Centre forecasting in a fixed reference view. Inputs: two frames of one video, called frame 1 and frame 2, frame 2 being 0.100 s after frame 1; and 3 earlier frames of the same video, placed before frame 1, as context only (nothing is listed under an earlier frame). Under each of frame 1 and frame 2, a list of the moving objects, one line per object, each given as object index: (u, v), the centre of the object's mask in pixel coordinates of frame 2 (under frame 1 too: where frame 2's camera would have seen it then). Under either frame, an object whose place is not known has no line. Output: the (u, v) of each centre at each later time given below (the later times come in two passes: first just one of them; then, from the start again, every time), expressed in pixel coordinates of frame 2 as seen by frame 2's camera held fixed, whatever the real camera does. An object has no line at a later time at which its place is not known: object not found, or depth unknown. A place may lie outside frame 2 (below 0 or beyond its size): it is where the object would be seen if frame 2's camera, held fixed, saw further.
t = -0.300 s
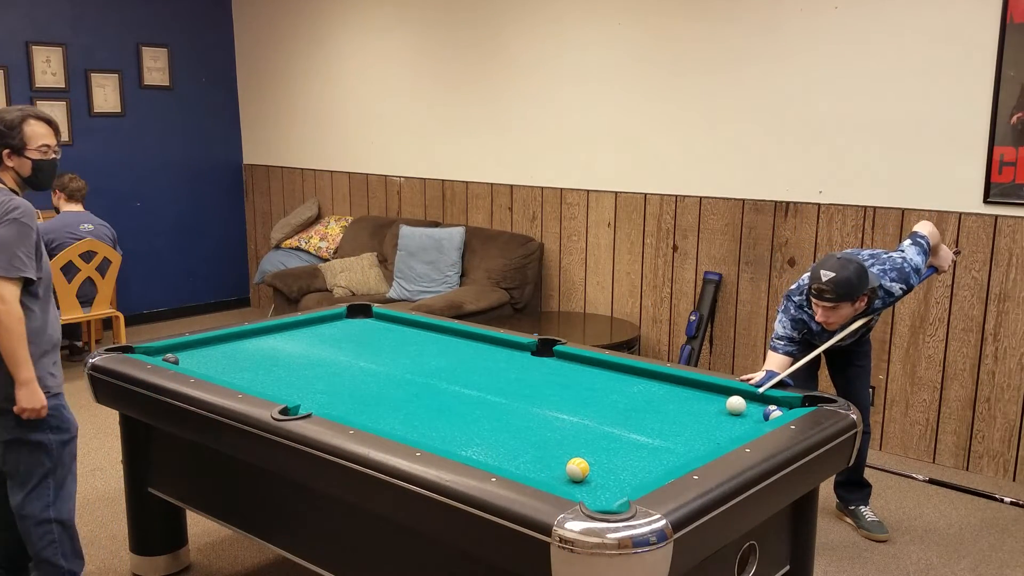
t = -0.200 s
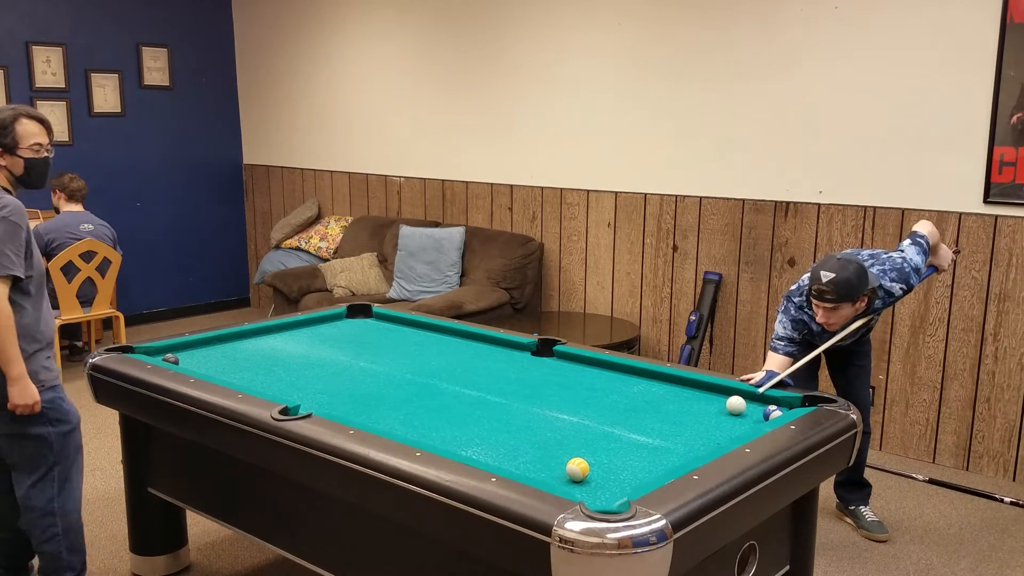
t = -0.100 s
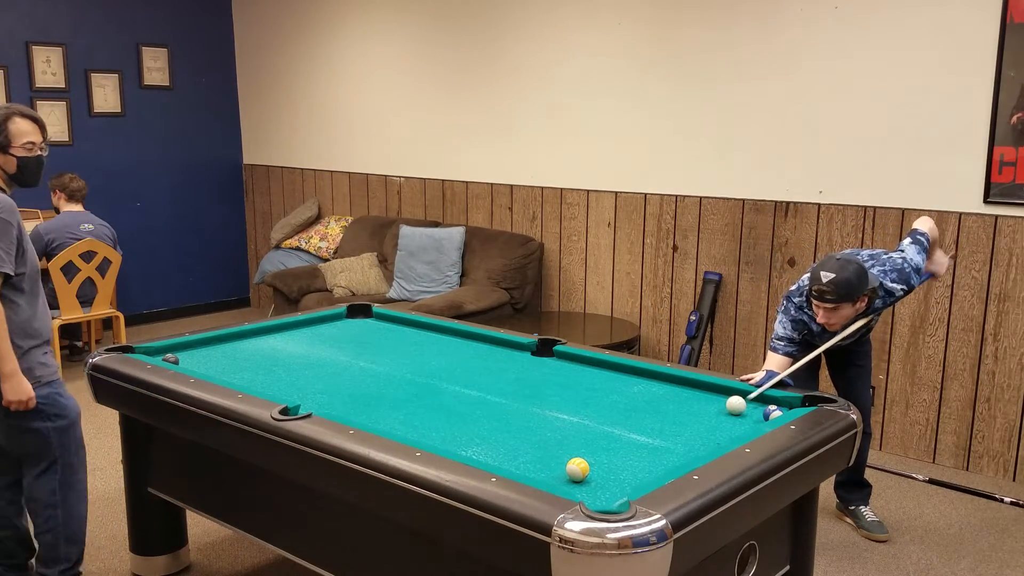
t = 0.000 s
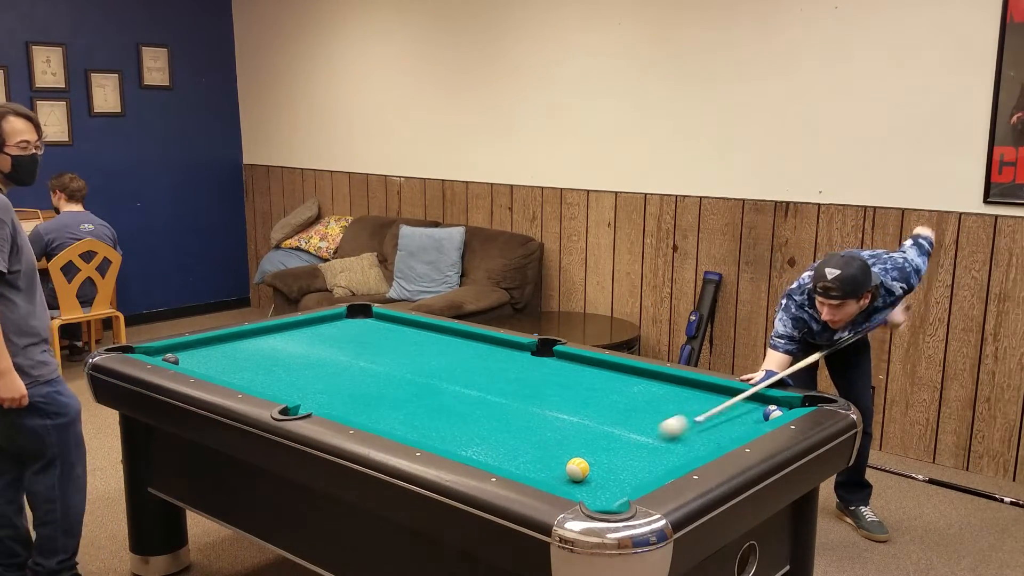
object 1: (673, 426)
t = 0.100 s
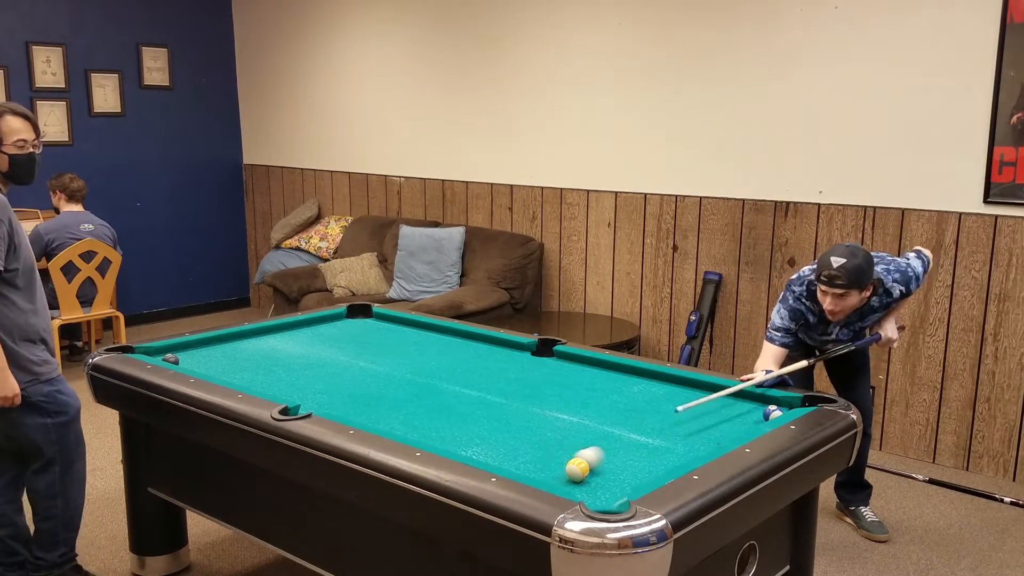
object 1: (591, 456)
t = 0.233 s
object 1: (536, 457)
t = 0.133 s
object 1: (572, 459)
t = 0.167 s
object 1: (559, 458)
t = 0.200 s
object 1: (547, 458)
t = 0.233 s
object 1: (536, 457)
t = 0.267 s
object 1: (524, 456)
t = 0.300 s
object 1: (514, 455)
